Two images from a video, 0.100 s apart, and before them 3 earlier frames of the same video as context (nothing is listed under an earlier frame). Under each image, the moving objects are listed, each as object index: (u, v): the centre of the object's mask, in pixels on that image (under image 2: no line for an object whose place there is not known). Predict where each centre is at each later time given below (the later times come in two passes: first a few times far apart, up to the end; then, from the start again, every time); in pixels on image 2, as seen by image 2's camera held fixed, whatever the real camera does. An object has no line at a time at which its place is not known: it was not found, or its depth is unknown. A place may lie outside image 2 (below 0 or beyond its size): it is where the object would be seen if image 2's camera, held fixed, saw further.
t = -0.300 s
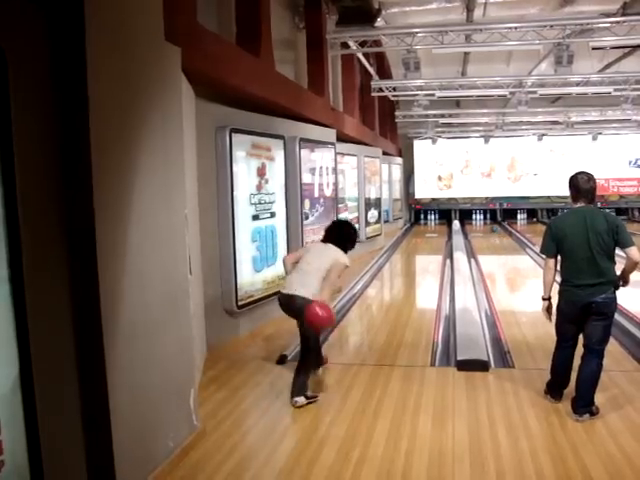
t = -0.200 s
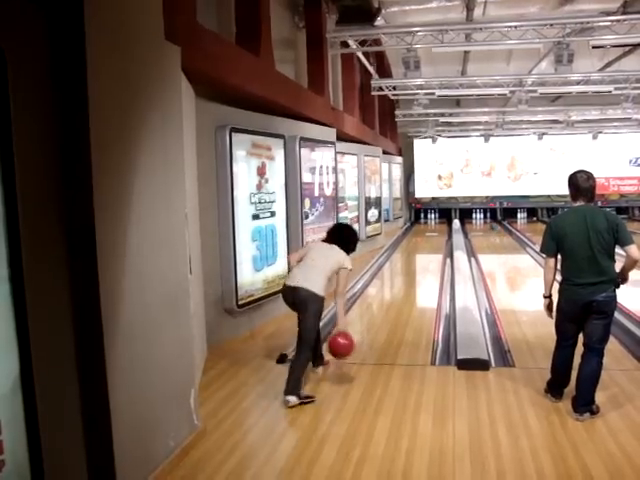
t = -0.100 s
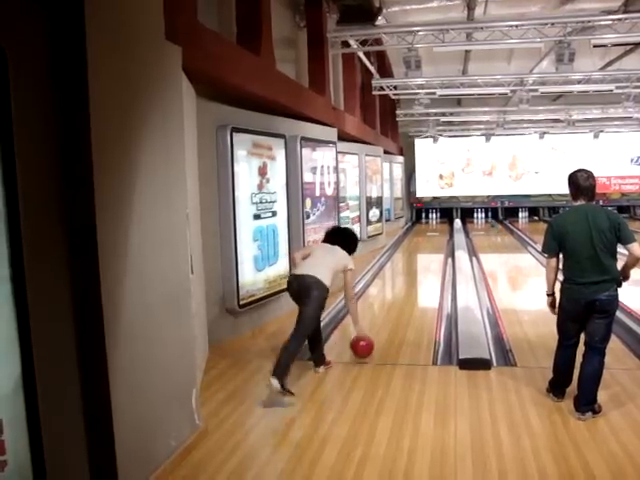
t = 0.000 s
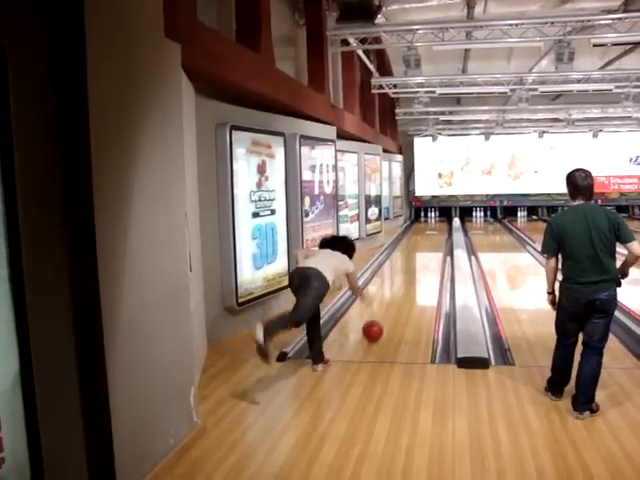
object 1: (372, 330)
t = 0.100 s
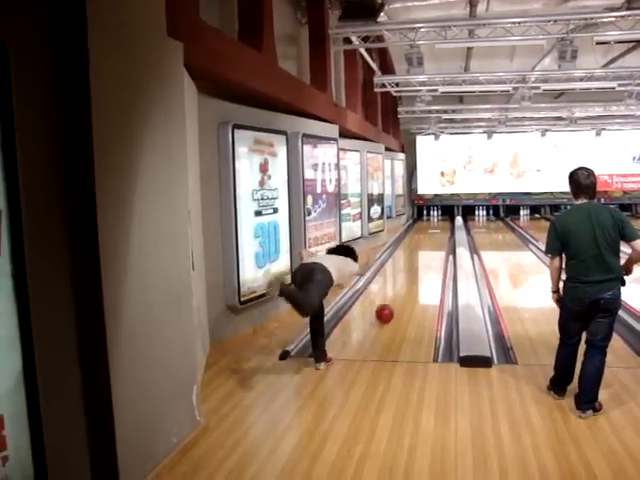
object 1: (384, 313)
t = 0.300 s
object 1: (398, 289)
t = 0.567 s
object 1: (410, 268)
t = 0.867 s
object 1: (419, 252)
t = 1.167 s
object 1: (425, 241)
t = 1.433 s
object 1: (428, 234)
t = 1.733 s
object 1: (432, 228)
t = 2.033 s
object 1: (434, 225)
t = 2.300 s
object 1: (435, 223)
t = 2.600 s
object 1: (437, 219)
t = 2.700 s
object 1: (435, 222)
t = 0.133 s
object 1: (387, 308)
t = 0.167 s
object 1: (389, 304)
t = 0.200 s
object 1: (392, 300)
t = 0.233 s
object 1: (394, 296)
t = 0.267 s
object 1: (396, 292)
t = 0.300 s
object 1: (398, 289)
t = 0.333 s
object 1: (400, 285)
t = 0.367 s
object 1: (402, 282)
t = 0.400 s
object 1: (403, 279)
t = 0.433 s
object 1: (405, 277)
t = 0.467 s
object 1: (407, 275)
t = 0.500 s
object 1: (408, 272)
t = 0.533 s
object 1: (409, 270)
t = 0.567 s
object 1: (410, 268)
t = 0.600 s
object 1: (411, 266)
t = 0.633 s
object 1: (412, 264)
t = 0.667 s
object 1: (413, 262)
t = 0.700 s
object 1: (414, 260)
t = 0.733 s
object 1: (415, 258)
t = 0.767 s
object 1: (416, 257)
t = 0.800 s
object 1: (417, 255)
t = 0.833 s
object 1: (417, 253)
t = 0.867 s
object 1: (419, 252)
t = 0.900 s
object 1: (420, 250)
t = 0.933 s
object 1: (420, 249)
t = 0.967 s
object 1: (421, 248)
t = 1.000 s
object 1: (422, 246)
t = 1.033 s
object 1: (422, 245)
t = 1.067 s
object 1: (423, 244)
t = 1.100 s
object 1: (424, 243)
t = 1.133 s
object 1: (424, 242)
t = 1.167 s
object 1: (425, 241)
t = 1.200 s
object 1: (425, 241)
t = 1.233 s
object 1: (426, 238)
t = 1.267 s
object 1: (427, 238)
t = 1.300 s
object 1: (427, 237)
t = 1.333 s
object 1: (427, 236)
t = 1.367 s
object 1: (428, 235)
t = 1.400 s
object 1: (428, 235)
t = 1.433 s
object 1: (428, 234)
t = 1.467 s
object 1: (429, 233)
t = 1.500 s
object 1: (429, 233)
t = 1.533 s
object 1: (429, 232)
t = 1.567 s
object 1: (430, 232)
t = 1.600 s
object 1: (430, 232)
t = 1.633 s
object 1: (430, 230)
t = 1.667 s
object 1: (430, 230)
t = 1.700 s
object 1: (431, 230)
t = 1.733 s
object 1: (432, 228)
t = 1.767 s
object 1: (432, 227)
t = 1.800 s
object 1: (432, 227)
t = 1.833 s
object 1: (433, 226)
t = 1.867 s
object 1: (433, 226)
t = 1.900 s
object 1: (433, 226)
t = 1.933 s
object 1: (434, 225)
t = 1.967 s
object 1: (434, 225)
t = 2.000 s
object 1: (434, 224)
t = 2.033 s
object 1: (434, 225)
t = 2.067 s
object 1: (434, 224)
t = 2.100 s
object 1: (434, 224)
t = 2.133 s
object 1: (435, 224)
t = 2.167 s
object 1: (435, 223)
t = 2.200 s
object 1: (434, 223)
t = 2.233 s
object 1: (434, 224)
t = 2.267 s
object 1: (435, 223)
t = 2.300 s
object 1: (435, 223)
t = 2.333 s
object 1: (436, 222)
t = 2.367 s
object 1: (437, 220)
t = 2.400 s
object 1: (437, 221)
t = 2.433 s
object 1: (435, 221)
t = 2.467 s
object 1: (436, 221)
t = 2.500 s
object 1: (437, 220)
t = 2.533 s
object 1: (437, 219)
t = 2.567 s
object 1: (437, 219)
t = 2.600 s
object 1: (437, 219)
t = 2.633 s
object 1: (436, 221)
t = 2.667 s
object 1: (438, 218)
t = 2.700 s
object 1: (435, 222)
